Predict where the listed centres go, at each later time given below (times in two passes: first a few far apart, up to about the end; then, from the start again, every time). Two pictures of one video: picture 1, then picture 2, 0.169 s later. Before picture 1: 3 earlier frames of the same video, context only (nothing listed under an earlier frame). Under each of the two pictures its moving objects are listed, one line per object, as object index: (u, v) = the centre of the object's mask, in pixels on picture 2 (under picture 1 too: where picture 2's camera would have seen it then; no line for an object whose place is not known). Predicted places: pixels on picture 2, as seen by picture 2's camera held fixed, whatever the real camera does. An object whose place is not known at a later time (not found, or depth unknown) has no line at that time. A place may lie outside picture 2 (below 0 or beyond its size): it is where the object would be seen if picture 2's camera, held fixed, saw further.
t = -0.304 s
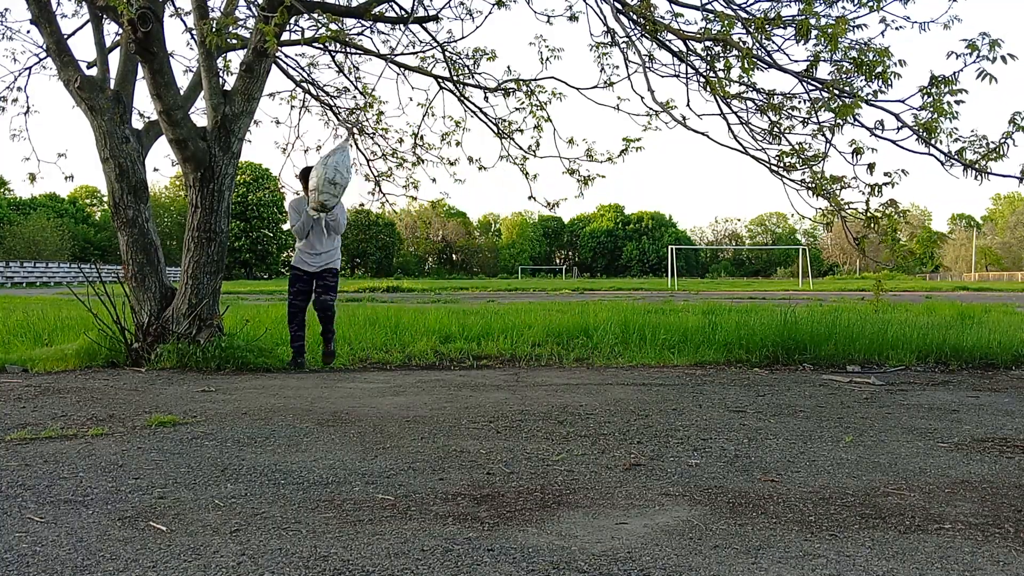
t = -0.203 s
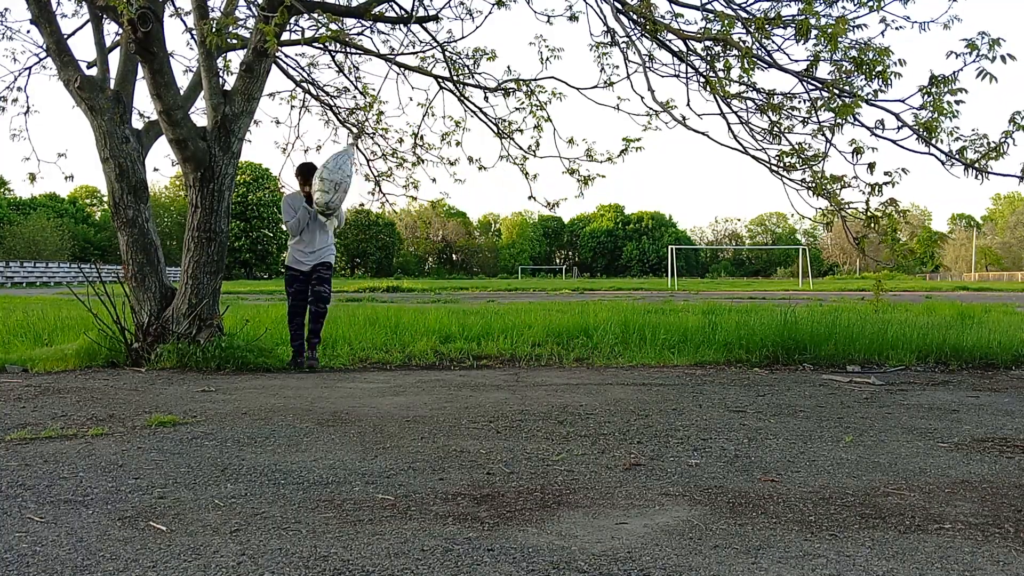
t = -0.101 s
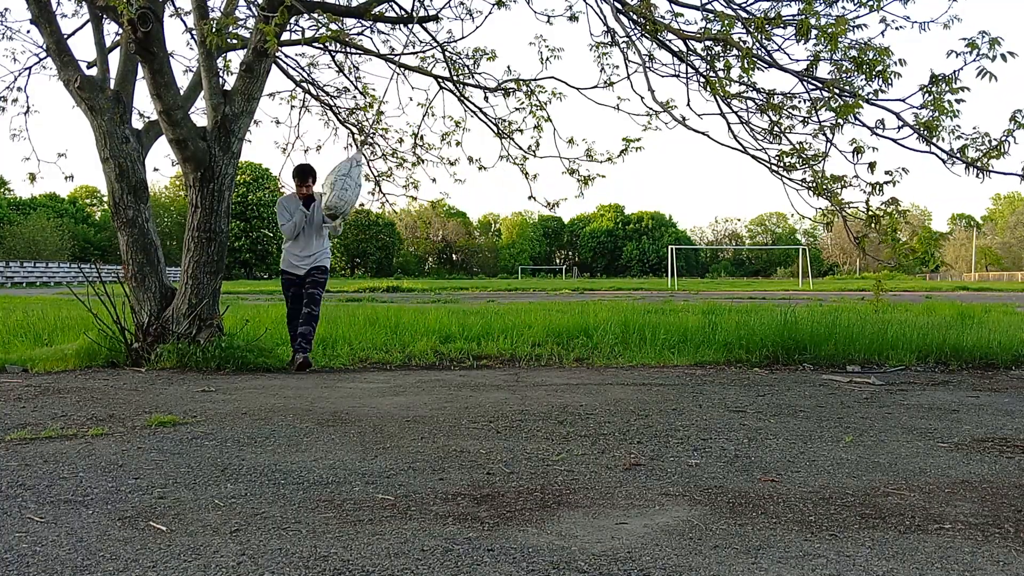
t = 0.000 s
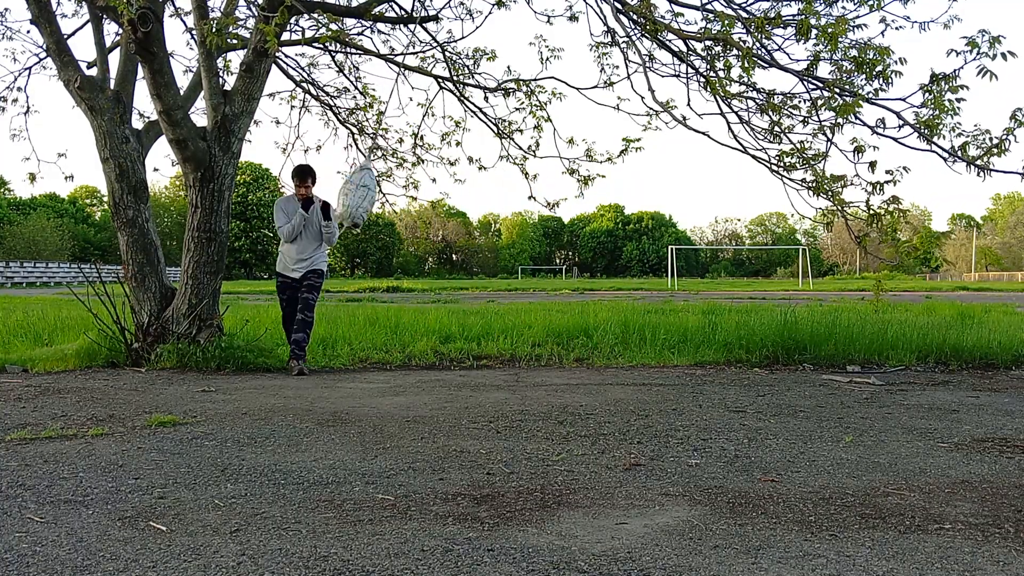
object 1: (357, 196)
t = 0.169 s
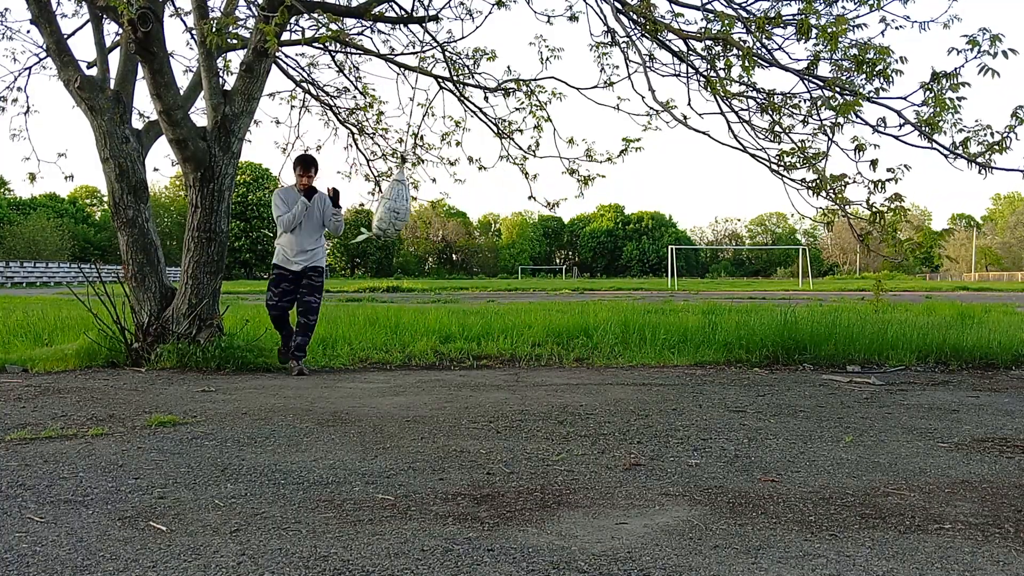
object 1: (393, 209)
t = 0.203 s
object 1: (400, 211)
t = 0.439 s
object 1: (454, 216)
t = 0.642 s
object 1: (492, 207)
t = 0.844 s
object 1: (518, 196)
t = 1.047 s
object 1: (525, 193)
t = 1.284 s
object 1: (510, 201)
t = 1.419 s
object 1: (490, 209)
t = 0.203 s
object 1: (400, 211)
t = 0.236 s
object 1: (407, 213)
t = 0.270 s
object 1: (413, 216)
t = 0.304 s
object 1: (422, 215)
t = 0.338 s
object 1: (430, 216)
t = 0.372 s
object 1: (438, 216)
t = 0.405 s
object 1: (446, 216)
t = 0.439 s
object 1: (454, 216)
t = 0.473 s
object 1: (461, 214)
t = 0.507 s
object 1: (468, 213)
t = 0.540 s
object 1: (474, 212)
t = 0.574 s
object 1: (480, 210)
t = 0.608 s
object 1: (486, 209)
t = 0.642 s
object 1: (492, 207)
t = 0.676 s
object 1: (498, 205)
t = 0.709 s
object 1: (503, 204)
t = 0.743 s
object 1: (507, 202)
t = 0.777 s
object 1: (511, 200)
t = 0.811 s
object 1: (515, 198)
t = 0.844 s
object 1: (518, 196)
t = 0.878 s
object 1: (520, 195)
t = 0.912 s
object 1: (522, 194)
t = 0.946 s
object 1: (524, 193)
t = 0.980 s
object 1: (524, 193)
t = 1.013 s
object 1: (525, 193)
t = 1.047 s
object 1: (525, 193)
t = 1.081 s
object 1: (524, 194)
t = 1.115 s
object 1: (523, 194)
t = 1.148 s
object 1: (522, 195)
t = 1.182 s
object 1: (520, 196)
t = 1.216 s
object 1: (517, 198)
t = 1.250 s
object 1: (514, 200)
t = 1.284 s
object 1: (510, 201)
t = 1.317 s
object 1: (505, 203)
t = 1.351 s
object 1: (500, 205)
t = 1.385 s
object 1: (496, 207)
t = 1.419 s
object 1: (490, 209)
